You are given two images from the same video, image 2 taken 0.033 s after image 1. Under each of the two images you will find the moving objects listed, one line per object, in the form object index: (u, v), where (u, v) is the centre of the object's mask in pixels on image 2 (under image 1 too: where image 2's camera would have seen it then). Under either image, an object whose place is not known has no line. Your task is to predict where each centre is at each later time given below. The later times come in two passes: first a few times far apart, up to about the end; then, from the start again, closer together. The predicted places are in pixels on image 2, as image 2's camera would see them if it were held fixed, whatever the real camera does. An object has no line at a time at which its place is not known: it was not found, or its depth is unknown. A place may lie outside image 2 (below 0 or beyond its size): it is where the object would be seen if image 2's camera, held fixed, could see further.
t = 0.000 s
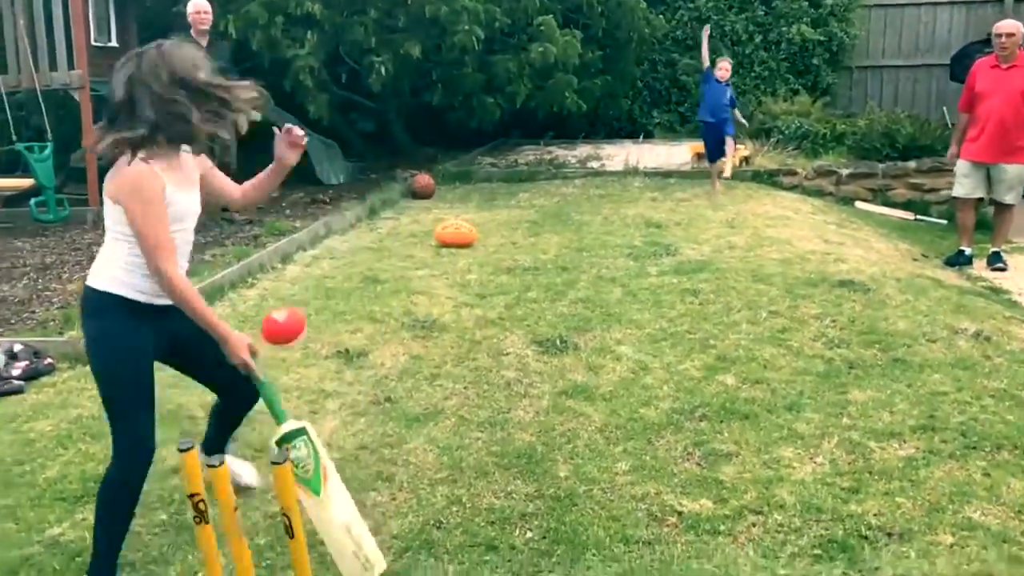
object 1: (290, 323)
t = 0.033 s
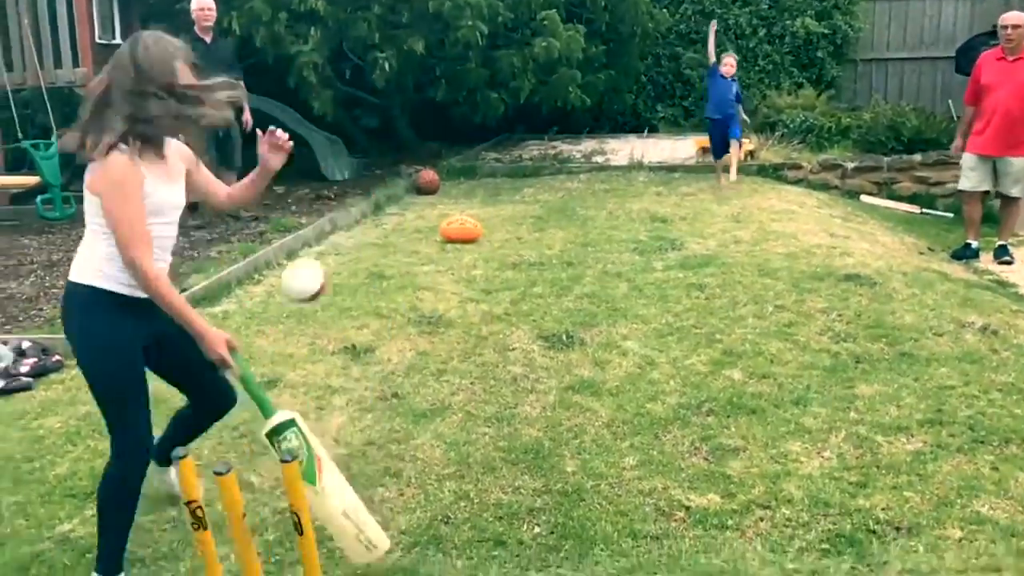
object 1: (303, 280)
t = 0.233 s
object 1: (395, 164)
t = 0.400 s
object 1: (470, 235)
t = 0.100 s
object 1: (332, 214)
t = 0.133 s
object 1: (348, 191)
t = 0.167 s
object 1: (364, 174)
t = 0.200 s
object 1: (380, 165)
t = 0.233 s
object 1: (395, 164)
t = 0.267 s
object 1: (412, 166)
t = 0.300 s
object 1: (426, 175)
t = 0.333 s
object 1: (441, 190)
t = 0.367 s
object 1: (455, 212)
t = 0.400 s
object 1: (470, 235)
